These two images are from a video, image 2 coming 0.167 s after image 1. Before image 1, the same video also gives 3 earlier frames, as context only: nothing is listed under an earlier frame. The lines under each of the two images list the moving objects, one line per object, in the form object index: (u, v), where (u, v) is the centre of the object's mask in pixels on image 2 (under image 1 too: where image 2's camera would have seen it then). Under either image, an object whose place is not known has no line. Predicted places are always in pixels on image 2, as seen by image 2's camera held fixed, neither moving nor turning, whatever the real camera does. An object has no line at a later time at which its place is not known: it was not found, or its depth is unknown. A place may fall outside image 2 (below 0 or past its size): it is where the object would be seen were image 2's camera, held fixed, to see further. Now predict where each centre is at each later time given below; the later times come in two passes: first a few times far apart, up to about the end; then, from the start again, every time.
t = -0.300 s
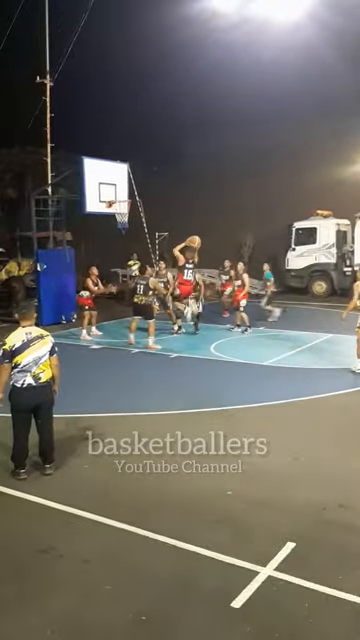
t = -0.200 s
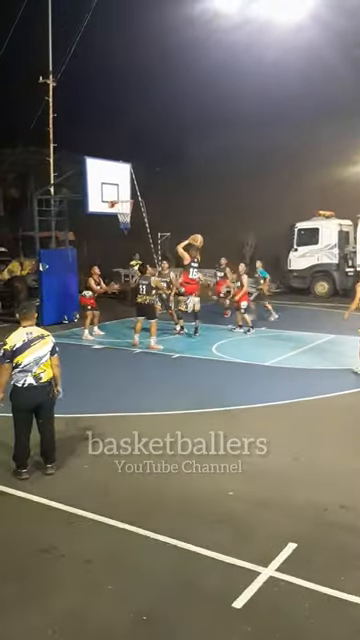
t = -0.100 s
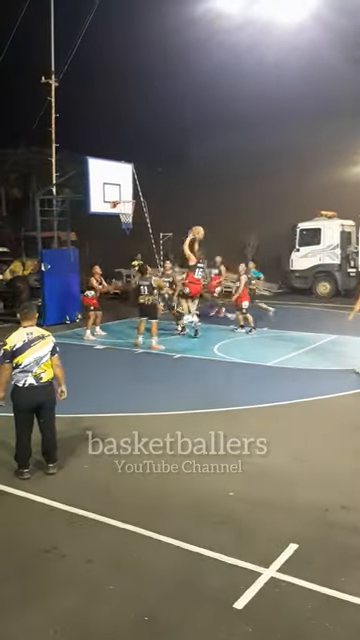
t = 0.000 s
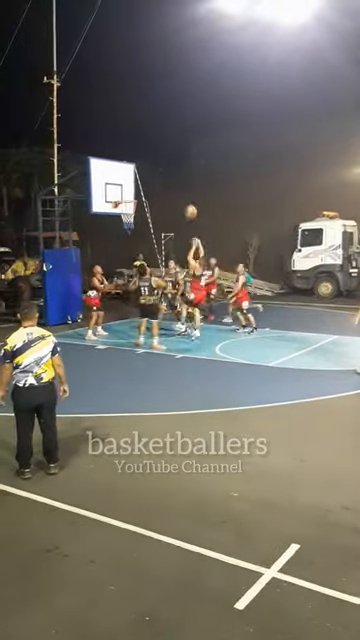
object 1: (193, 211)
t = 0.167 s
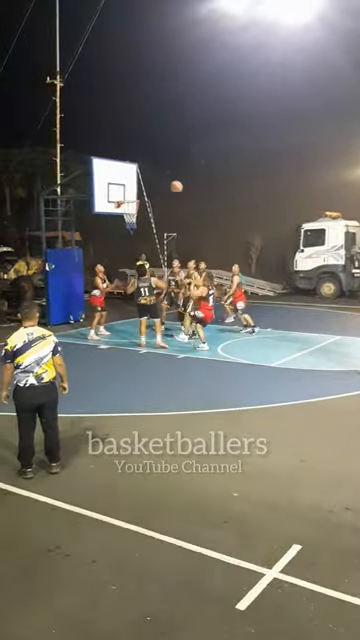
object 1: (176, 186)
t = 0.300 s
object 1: (164, 177)
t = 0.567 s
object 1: (142, 184)
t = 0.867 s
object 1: (125, 201)
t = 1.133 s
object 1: (137, 208)
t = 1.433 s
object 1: (135, 215)
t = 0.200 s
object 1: (173, 183)
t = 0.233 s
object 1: (169, 180)
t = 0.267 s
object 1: (166, 178)
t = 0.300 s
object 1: (164, 177)
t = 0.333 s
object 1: (161, 176)
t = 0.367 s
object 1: (158, 176)
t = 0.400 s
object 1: (155, 176)
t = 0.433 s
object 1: (153, 177)
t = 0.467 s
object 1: (150, 178)
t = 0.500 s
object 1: (148, 179)
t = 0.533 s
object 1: (146, 181)
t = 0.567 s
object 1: (142, 184)
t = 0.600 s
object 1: (141, 187)
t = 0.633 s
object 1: (138, 191)
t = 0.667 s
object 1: (136, 195)
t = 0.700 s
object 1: (133, 197)
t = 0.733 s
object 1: (130, 198)
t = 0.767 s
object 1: (128, 200)
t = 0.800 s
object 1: (126, 200)
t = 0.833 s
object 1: (126, 200)
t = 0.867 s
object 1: (125, 201)
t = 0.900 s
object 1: (127, 201)
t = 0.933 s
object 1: (129, 201)
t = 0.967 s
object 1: (130, 202)
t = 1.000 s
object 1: (131, 203)
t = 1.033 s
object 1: (134, 204)
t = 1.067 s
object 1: (135, 205)
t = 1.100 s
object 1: (137, 208)
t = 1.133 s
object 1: (137, 208)
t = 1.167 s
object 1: (137, 208)
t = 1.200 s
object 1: (137, 210)
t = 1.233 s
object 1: (138, 208)
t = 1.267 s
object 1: (137, 211)
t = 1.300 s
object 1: (136, 214)
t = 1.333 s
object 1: (136, 214)
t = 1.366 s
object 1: (136, 215)
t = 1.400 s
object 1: (135, 215)
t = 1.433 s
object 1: (135, 215)
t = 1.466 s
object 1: (132, 223)
